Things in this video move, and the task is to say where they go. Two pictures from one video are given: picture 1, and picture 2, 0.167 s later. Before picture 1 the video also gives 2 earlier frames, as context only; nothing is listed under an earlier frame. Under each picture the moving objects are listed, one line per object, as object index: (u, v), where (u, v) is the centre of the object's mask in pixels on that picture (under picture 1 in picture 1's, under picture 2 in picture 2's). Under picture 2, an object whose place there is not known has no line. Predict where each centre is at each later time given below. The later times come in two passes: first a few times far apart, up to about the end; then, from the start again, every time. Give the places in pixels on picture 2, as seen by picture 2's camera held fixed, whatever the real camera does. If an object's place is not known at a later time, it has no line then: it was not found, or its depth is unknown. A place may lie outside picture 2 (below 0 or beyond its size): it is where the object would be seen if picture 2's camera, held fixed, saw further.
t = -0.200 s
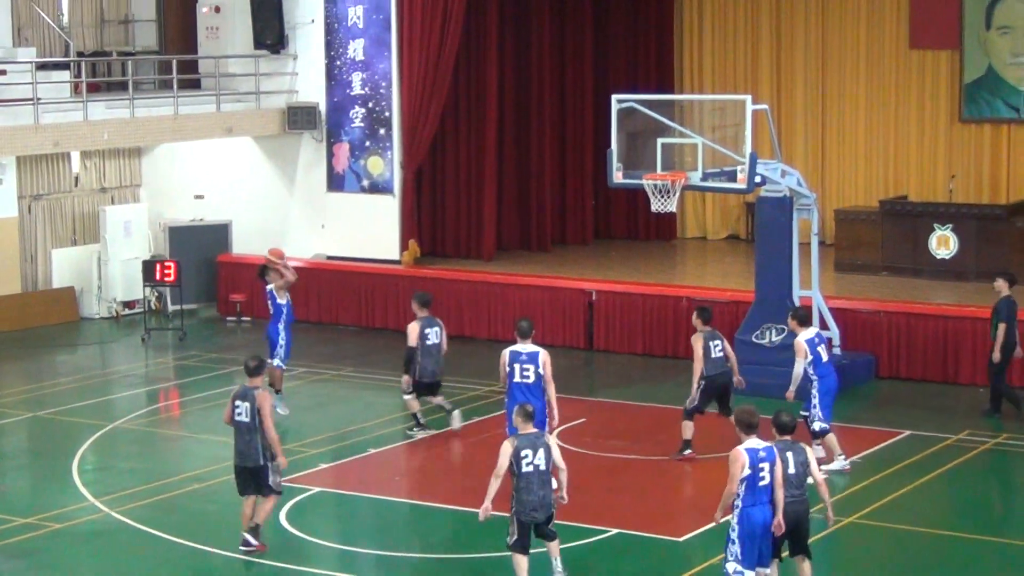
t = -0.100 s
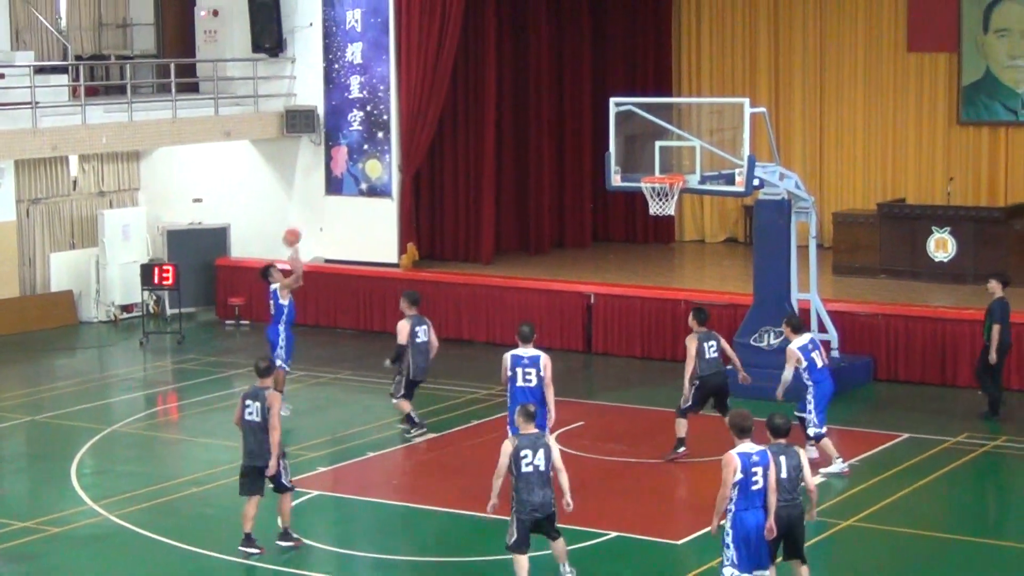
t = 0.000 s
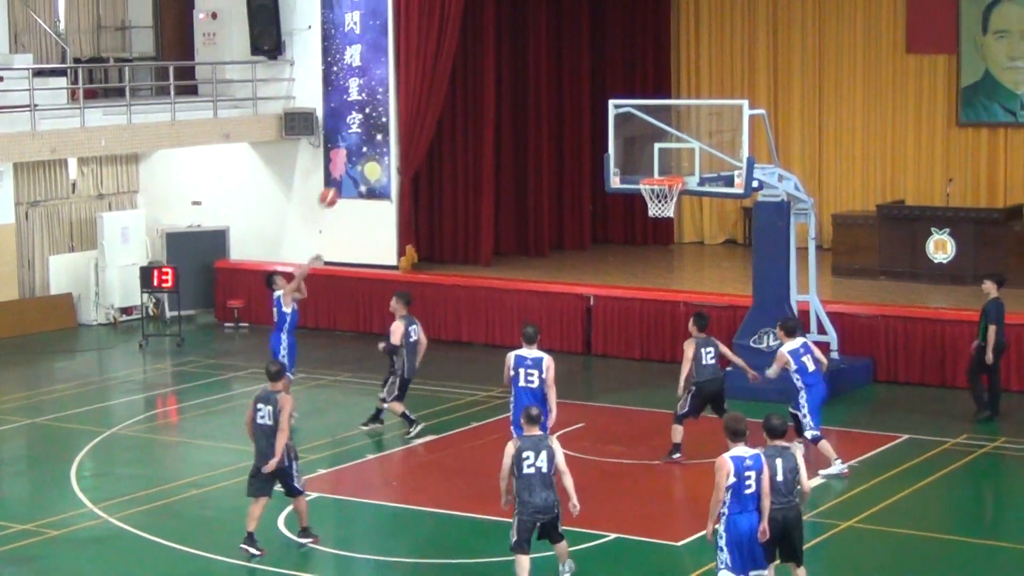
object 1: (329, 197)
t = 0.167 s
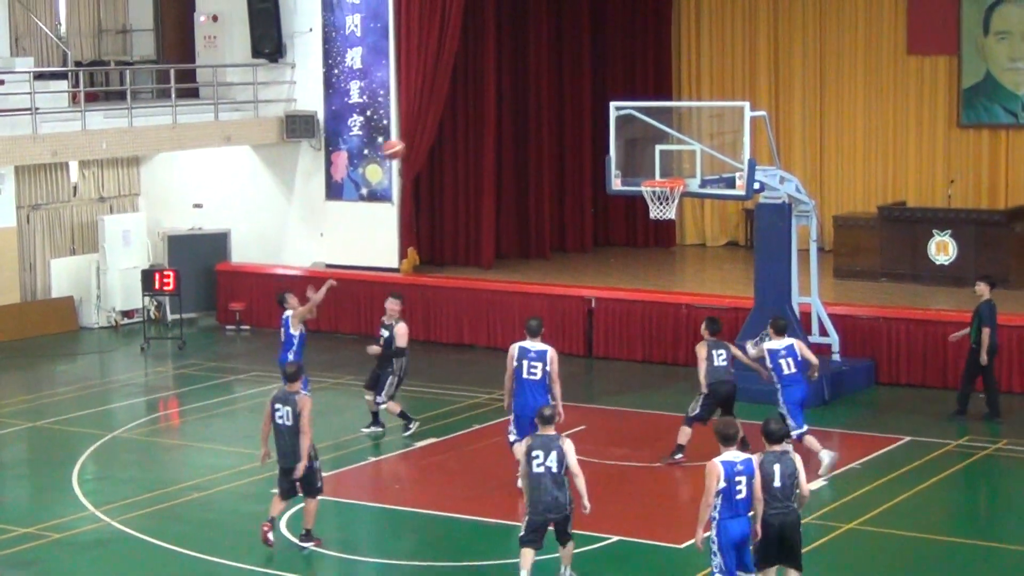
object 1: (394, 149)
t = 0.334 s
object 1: (457, 120)
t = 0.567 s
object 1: (549, 117)
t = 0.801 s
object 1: (641, 159)
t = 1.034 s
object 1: (612, 148)
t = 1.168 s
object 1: (584, 143)
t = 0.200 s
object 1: (407, 141)
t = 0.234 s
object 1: (419, 135)
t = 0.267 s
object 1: (432, 129)
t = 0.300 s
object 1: (444, 124)
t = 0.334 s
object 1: (457, 120)
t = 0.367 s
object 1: (470, 117)
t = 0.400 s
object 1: (483, 115)
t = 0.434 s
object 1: (496, 114)
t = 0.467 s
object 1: (510, 113)
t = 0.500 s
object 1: (523, 114)
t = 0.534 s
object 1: (536, 115)
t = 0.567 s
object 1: (549, 117)
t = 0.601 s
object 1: (562, 120)
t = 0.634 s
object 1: (576, 125)
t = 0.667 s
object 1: (589, 130)
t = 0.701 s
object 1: (601, 135)
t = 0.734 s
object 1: (615, 143)
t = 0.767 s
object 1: (629, 150)
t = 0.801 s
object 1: (641, 159)
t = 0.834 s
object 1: (645, 167)
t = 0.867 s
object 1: (647, 172)
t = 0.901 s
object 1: (641, 168)
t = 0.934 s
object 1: (634, 161)
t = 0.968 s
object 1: (628, 156)
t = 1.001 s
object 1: (620, 152)
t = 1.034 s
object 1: (612, 148)
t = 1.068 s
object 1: (604, 145)
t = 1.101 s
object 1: (598, 144)
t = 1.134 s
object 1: (591, 143)
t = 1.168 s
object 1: (584, 143)
